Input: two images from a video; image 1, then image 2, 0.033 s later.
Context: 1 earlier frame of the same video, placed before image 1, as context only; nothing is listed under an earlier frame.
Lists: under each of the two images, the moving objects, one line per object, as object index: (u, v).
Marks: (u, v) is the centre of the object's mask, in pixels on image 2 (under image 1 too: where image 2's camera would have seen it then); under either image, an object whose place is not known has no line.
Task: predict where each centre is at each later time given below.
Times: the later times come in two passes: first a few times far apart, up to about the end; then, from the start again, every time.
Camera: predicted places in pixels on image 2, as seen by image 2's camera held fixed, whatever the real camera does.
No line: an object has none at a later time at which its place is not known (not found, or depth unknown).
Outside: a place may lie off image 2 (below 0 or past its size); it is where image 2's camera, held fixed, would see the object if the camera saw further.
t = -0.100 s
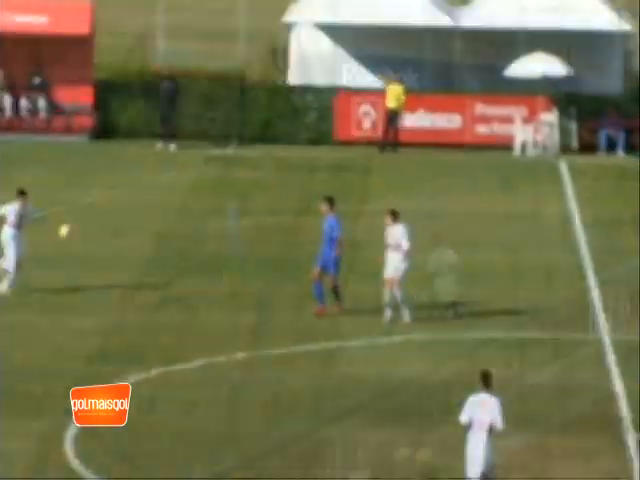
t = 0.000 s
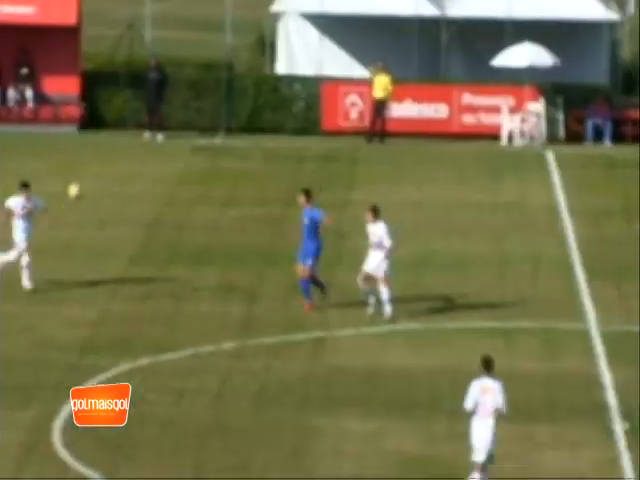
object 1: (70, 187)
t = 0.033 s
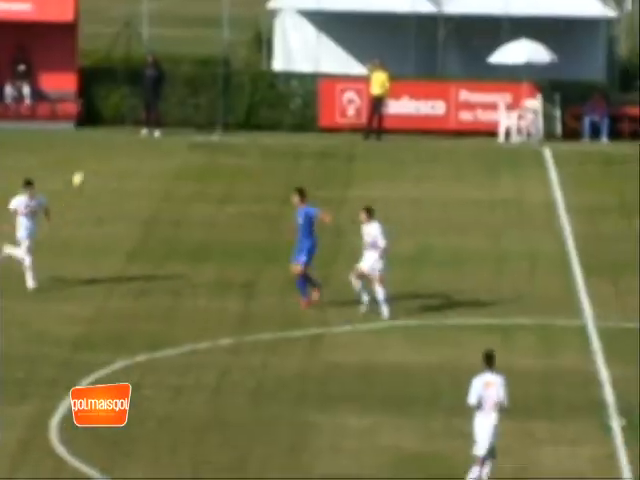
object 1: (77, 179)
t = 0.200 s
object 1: (114, 148)
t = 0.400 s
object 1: (156, 137)
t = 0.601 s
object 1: (196, 157)
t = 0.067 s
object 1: (84, 170)
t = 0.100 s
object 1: (93, 164)
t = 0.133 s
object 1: (99, 158)
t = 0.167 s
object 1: (107, 152)
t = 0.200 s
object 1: (114, 148)
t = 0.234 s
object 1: (121, 144)
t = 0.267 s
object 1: (128, 141)
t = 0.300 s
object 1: (135, 139)
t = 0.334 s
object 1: (142, 137)
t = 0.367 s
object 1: (148, 137)
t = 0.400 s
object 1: (156, 137)
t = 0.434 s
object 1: (161, 137)
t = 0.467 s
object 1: (168, 141)
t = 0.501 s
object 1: (176, 143)
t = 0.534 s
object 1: (183, 147)
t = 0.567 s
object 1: (189, 152)
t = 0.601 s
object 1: (196, 157)
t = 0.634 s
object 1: (202, 163)
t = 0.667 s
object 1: (208, 170)
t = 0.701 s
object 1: (215, 177)
